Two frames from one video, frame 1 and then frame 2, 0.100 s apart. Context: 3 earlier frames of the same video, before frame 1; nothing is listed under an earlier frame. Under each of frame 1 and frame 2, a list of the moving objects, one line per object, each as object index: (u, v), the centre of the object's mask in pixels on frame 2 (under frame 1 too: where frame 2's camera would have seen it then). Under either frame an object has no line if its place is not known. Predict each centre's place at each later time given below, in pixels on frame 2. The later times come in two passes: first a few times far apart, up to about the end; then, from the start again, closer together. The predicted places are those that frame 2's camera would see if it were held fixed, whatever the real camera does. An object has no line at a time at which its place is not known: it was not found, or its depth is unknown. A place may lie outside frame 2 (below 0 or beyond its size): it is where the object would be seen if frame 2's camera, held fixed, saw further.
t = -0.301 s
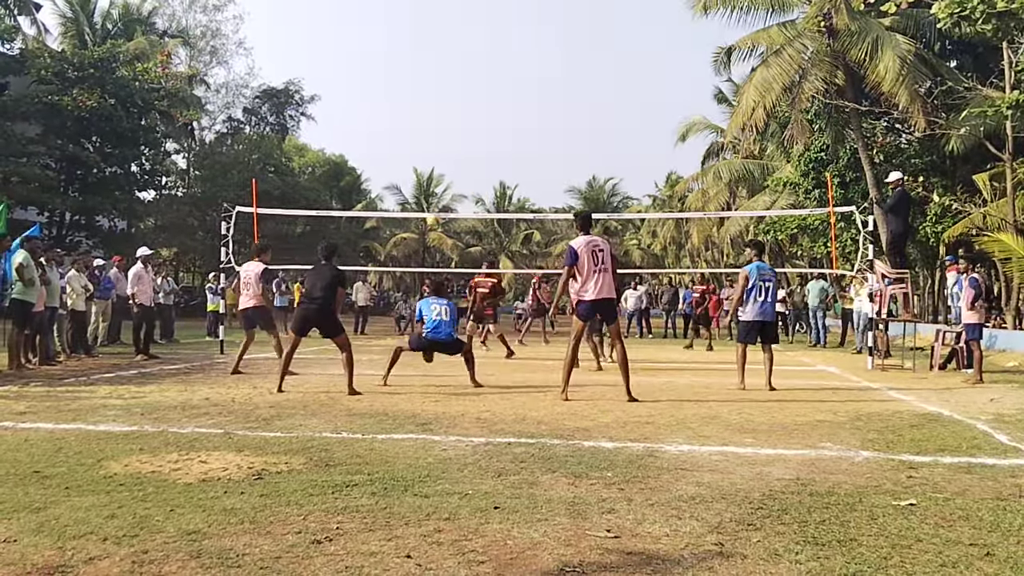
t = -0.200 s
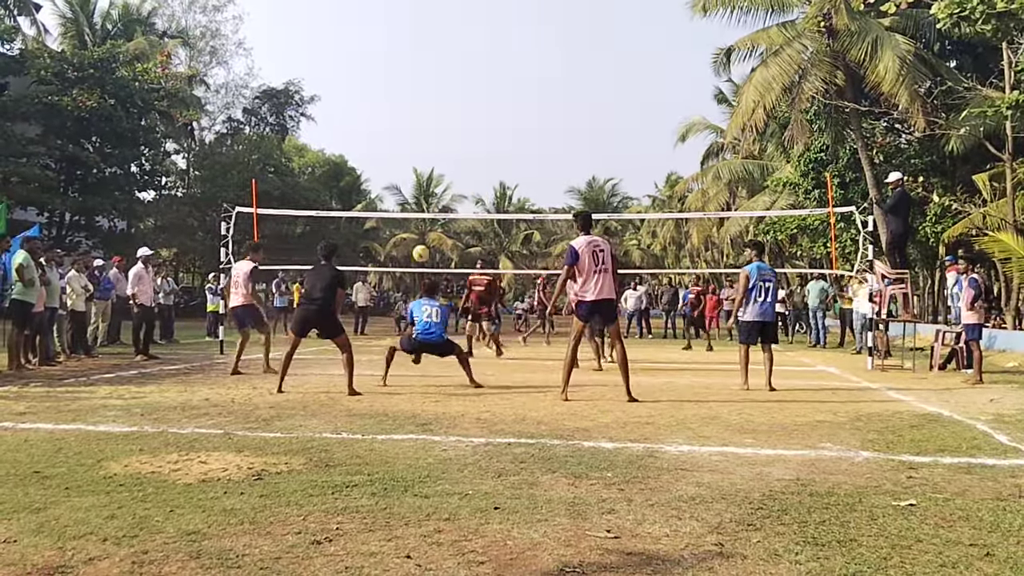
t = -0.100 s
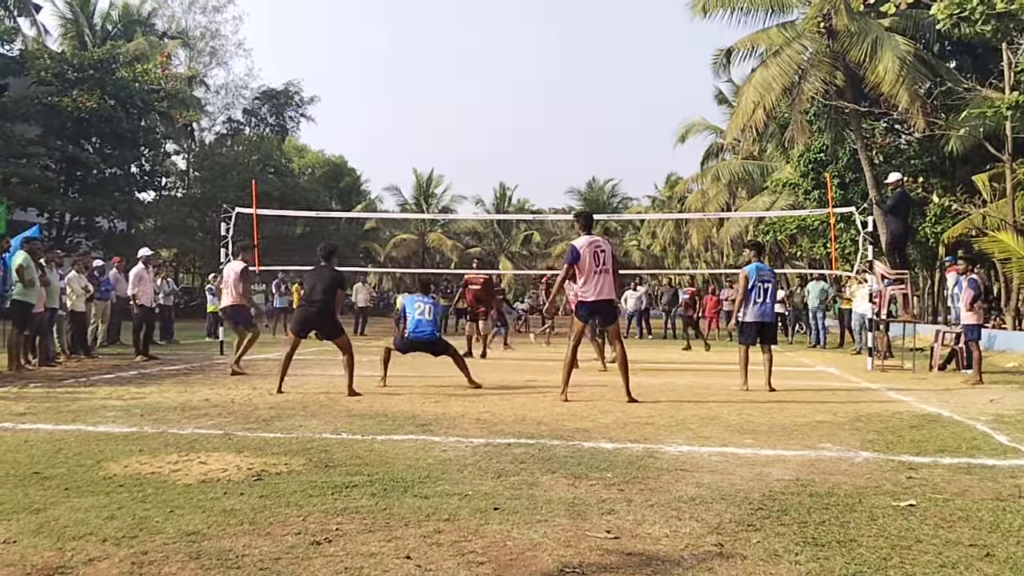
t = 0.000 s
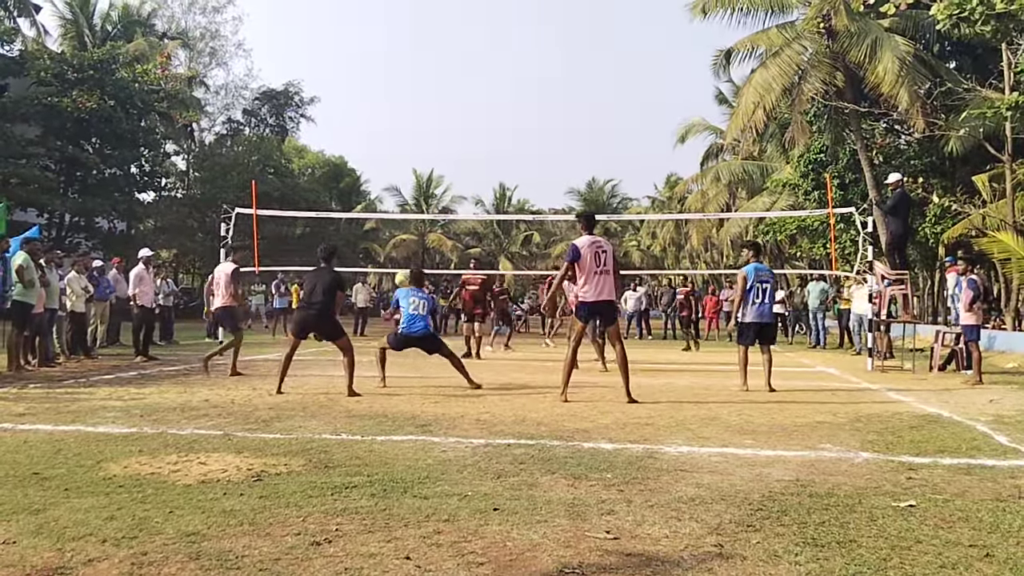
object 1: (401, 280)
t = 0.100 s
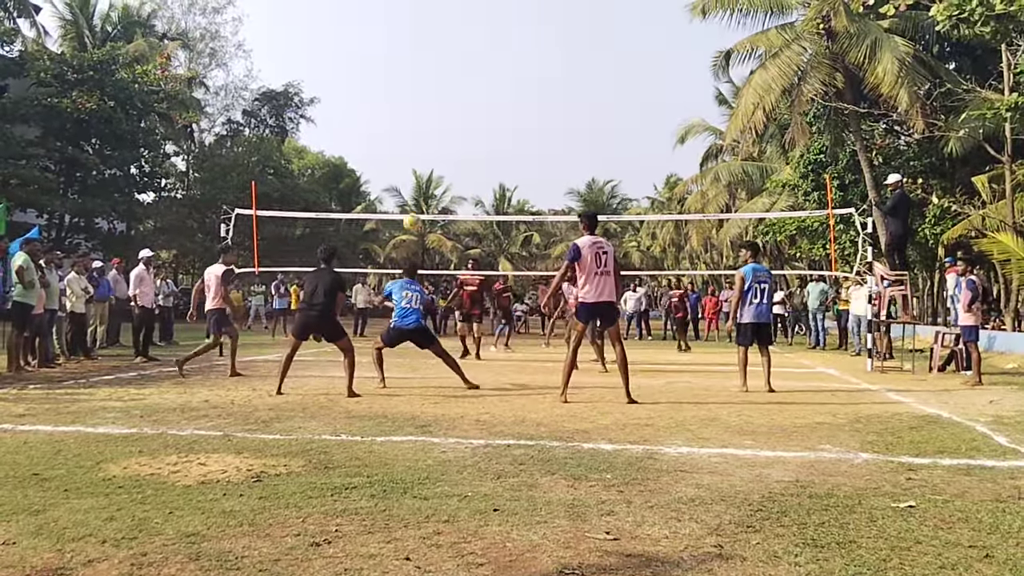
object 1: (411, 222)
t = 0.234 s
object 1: (423, 160)
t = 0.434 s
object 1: (440, 96)
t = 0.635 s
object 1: (455, 64)
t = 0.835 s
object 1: (470, 61)
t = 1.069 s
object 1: (485, 93)
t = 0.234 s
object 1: (423, 160)
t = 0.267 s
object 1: (426, 147)
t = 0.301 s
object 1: (429, 134)
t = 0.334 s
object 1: (431, 122)
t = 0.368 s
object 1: (435, 114)
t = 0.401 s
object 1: (437, 104)
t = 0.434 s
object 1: (440, 96)
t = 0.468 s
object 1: (443, 88)
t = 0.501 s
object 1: (445, 81)
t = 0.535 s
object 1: (448, 76)
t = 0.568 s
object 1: (450, 71)
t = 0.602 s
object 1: (452, 66)
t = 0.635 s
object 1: (455, 64)
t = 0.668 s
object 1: (457, 61)
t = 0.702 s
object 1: (460, 60)
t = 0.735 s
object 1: (463, 59)
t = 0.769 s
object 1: (465, 59)
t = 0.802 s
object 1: (467, 60)
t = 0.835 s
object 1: (470, 61)
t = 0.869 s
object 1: (472, 64)
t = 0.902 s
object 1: (474, 67)
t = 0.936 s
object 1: (476, 70)
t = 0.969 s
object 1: (478, 75)
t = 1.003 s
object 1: (480, 80)
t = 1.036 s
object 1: (483, 86)
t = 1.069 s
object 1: (485, 93)
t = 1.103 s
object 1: (486, 101)
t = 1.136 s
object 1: (488, 109)
